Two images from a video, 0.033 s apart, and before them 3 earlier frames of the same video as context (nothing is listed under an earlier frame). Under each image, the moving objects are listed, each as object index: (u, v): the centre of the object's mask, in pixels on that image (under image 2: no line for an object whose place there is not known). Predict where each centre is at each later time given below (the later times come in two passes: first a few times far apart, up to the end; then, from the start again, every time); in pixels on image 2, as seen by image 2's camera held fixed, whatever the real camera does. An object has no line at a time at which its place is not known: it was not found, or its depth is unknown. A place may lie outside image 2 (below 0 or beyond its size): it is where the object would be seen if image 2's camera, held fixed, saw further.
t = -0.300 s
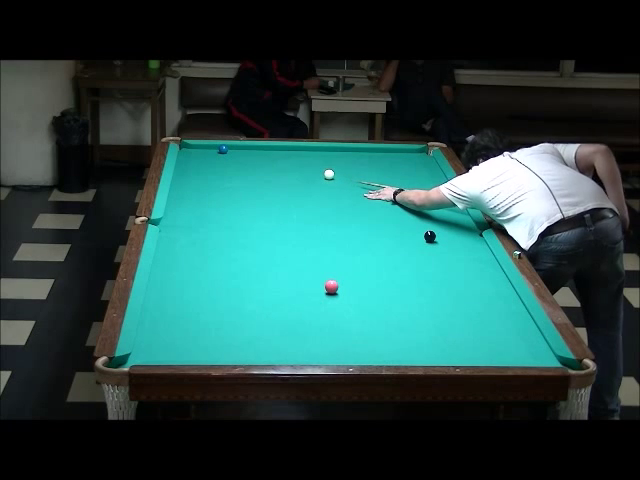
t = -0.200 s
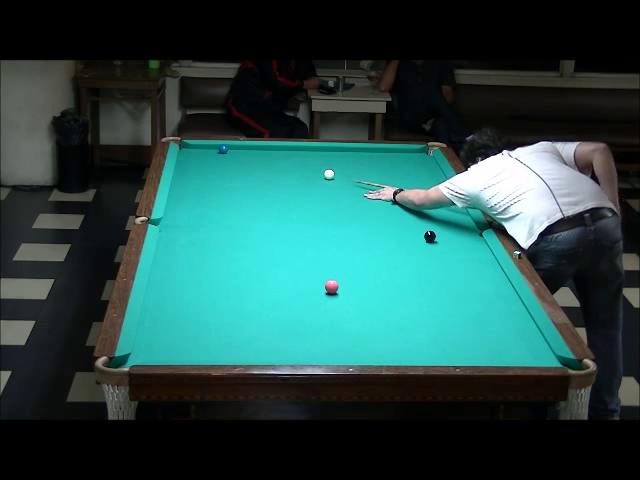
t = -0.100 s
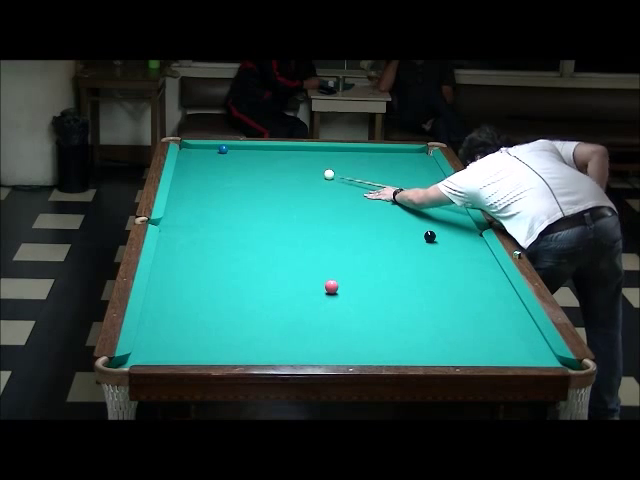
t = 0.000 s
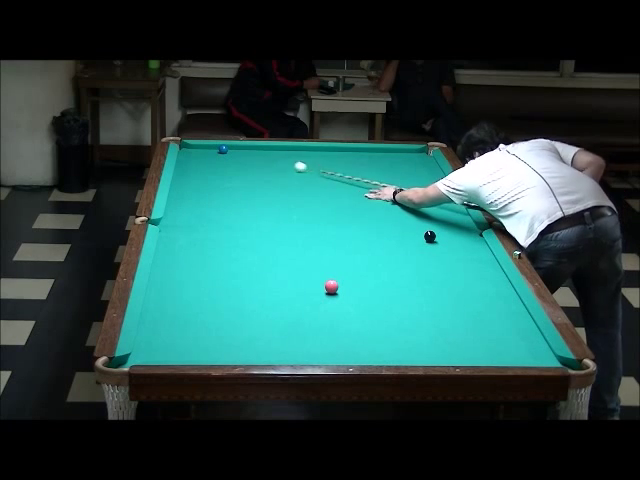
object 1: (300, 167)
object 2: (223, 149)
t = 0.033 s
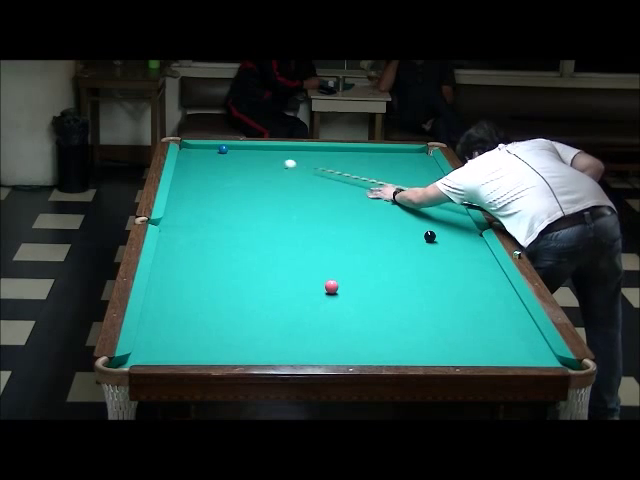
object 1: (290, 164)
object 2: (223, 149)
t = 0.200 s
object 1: (248, 153)
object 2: (223, 149)
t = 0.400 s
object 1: (233, 149)
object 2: (197, 148)
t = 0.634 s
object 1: (232, 156)
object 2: (179, 145)
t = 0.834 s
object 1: (230, 161)
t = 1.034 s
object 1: (229, 167)
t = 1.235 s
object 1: (228, 173)
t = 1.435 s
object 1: (227, 179)
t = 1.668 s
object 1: (226, 186)
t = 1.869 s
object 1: (224, 192)
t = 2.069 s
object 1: (223, 197)
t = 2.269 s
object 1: (222, 202)
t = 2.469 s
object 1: (220, 208)
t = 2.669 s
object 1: (219, 212)
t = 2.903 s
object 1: (218, 218)
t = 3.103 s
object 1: (216, 222)
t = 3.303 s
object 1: (216, 226)
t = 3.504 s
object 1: (215, 230)
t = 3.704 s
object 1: (214, 233)
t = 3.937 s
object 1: (214, 236)
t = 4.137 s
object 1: (214, 239)
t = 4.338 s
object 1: (214, 241)
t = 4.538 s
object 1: (214, 243)
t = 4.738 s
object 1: (215, 244)
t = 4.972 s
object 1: (215, 245)
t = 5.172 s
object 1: (215, 245)
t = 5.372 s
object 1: (215, 245)
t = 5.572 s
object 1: (215, 245)
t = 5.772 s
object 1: (215, 245)
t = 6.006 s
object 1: (215, 245)
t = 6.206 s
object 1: (215, 245)
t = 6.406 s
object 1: (215, 245)
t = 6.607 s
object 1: (215, 245)
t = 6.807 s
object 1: (215, 245)
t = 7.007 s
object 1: (215, 245)
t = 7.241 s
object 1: (215, 245)
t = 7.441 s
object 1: (215, 245)
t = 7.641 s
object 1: (215, 245)
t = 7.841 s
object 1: (215, 245)
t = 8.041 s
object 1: (215, 245)
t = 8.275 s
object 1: (215, 245)
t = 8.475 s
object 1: (215, 245)
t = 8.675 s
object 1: (215, 245)
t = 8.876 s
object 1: (215, 245)
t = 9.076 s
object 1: (215, 245)
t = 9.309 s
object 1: (215, 245)
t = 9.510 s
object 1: (215, 245)
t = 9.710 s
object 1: (215, 245)
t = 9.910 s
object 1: (215, 245)
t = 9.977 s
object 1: (215, 245)
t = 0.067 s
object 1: (281, 162)
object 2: (223, 149)
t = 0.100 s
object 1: (271, 159)
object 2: (223, 149)
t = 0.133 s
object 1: (263, 157)
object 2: (223, 149)
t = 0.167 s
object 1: (256, 155)
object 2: (223, 149)
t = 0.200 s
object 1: (248, 153)
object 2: (223, 149)
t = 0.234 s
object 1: (240, 152)
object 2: (223, 149)
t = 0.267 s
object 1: (233, 150)
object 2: (223, 149)
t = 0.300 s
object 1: (233, 148)
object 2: (216, 148)
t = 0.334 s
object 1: (233, 147)
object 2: (210, 148)
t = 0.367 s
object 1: (233, 148)
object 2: (203, 149)
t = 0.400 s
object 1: (233, 149)
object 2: (197, 148)
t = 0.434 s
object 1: (233, 150)
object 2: (192, 147)
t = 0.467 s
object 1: (233, 151)
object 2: (187, 147)
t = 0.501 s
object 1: (233, 151)
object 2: (183, 146)
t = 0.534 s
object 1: (233, 153)
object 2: (180, 146)
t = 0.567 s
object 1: (232, 154)
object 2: (179, 146)
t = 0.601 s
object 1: (232, 155)
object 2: (179, 146)
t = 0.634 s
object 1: (232, 156)
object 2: (179, 145)
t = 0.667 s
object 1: (231, 157)
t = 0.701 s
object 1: (231, 157)
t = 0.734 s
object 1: (231, 159)
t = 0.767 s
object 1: (231, 159)
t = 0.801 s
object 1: (231, 161)
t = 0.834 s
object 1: (230, 161)
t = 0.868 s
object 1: (230, 163)
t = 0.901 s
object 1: (230, 164)
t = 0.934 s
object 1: (230, 165)
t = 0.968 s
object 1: (229, 165)
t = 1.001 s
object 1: (230, 167)
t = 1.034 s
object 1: (229, 167)
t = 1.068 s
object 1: (229, 169)
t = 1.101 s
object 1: (229, 169)
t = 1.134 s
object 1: (229, 171)
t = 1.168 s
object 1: (228, 171)
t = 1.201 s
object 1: (228, 173)
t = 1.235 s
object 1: (228, 173)
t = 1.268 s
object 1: (228, 175)
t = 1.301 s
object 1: (228, 175)
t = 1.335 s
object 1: (228, 177)
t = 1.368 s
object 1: (227, 177)
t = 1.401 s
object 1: (227, 179)
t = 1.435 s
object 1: (227, 179)
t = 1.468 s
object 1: (227, 181)
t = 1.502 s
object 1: (226, 181)
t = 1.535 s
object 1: (226, 182)
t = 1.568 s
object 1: (226, 183)
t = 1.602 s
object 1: (226, 184)
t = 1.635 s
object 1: (226, 185)
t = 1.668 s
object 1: (226, 186)
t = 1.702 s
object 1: (225, 187)
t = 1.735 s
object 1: (225, 188)
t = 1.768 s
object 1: (225, 189)
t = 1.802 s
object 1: (225, 190)
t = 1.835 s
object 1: (225, 191)
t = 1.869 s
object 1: (224, 192)
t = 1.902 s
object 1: (224, 193)
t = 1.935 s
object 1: (224, 194)
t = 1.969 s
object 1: (224, 194)
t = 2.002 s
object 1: (223, 195)
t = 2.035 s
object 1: (223, 196)
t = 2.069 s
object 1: (223, 197)
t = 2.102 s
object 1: (223, 198)
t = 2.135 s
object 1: (223, 199)
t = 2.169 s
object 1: (222, 200)
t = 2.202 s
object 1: (222, 201)
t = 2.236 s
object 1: (222, 202)
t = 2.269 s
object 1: (222, 202)
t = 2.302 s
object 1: (221, 203)
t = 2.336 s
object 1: (221, 204)
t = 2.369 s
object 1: (221, 205)
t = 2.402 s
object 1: (221, 206)
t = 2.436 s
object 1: (220, 207)
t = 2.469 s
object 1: (220, 208)
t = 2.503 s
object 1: (220, 208)
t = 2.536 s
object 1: (220, 209)
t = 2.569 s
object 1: (219, 210)
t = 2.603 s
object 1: (219, 211)
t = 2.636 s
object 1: (219, 212)
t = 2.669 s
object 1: (219, 212)
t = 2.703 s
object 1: (219, 213)
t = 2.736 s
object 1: (218, 214)
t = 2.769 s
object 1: (218, 214)
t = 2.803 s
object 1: (218, 215)
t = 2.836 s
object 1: (218, 216)
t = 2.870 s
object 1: (218, 217)
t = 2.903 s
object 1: (218, 218)
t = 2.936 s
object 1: (217, 218)
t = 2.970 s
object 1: (217, 219)
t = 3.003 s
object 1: (217, 220)
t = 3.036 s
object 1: (217, 220)
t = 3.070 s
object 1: (217, 221)
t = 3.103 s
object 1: (216, 222)
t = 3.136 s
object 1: (216, 222)
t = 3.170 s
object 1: (216, 223)
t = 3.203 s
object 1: (216, 224)
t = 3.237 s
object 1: (216, 224)
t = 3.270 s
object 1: (216, 225)
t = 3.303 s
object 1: (216, 226)
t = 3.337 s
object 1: (215, 226)
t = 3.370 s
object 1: (215, 227)
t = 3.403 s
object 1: (215, 228)
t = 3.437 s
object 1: (215, 228)
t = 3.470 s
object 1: (215, 229)
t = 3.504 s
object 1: (215, 230)
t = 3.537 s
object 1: (214, 230)
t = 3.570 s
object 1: (215, 230)
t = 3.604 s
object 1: (215, 231)
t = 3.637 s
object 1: (214, 232)
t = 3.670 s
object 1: (214, 232)
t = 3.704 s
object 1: (214, 233)
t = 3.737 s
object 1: (214, 233)
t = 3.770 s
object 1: (214, 234)
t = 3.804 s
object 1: (214, 234)
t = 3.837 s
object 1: (214, 235)
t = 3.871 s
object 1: (214, 235)
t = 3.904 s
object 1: (214, 236)
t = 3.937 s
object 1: (214, 236)
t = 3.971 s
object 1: (214, 237)
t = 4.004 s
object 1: (214, 237)
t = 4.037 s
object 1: (214, 238)
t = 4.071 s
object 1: (214, 238)
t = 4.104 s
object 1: (214, 239)
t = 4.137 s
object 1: (214, 239)
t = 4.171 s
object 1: (214, 239)
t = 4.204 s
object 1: (214, 239)
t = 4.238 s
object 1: (214, 240)
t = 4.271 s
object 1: (214, 240)
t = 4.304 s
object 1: (214, 241)
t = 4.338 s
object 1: (214, 241)
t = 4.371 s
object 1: (214, 241)
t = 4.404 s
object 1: (214, 242)
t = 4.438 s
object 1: (214, 242)
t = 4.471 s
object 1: (214, 242)
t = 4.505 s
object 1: (214, 243)
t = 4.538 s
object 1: (214, 243)
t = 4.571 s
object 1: (214, 243)
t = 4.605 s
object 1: (214, 243)
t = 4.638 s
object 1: (214, 243)
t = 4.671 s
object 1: (214, 244)
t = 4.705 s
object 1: (214, 244)
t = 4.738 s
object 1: (215, 244)
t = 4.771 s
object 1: (215, 244)
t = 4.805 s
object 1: (215, 244)
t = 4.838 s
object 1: (215, 244)
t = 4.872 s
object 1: (215, 244)
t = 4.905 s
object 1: (215, 244)
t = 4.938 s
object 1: (215, 245)
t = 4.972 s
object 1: (215, 245)
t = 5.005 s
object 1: (215, 245)
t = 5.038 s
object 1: (215, 245)
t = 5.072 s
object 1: (215, 245)
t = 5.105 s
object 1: (215, 245)
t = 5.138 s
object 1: (215, 245)
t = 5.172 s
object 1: (215, 245)
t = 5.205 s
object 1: (215, 245)
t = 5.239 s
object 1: (215, 245)
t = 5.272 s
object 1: (215, 245)
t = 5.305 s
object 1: (215, 245)
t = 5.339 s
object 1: (215, 245)
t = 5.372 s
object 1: (215, 245)
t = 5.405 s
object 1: (215, 245)
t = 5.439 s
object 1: (215, 245)
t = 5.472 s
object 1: (215, 245)
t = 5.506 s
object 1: (215, 245)
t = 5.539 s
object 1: (215, 245)
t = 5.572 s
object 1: (215, 245)
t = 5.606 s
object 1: (215, 245)
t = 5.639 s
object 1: (215, 245)
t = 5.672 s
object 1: (215, 245)
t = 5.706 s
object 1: (215, 245)
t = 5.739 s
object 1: (215, 245)
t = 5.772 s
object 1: (215, 245)
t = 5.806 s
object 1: (215, 245)
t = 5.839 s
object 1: (215, 245)
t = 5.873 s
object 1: (215, 245)
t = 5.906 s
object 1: (215, 245)
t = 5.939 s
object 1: (215, 245)
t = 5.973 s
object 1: (215, 245)
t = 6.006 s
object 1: (215, 245)
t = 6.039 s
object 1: (215, 245)
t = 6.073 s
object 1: (215, 245)
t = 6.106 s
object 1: (215, 245)
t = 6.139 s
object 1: (215, 245)
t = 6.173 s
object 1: (215, 245)
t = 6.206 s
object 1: (215, 245)
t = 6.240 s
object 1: (215, 245)
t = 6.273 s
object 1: (215, 245)
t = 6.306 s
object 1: (215, 245)
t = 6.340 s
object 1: (215, 245)
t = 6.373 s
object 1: (215, 245)
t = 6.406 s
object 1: (215, 245)
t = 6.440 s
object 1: (215, 245)
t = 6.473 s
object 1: (215, 245)
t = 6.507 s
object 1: (215, 245)
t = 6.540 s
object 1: (215, 245)
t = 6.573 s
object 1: (215, 245)
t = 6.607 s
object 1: (215, 245)
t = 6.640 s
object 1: (215, 245)
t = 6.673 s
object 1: (215, 245)
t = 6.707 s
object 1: (215, 245)
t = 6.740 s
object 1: (215, 245)
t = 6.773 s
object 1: (215, 245)
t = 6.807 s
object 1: (215, 245)
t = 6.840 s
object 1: (215, 245)
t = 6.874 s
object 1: (215, 245)
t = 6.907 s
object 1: (215, 245)
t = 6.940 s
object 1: (215, 245)
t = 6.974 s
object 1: (215, 245)
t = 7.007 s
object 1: (215, 245)
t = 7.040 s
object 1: (215, 245)
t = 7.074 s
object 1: (215, 245)
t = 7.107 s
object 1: (215, 245)
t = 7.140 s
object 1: (215, 245)
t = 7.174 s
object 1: (215, 245)
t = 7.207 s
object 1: (215, 245)
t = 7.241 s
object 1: (215, 245)
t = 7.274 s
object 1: (215, 245)
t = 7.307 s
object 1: (215, 245)
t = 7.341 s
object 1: (215, 245)
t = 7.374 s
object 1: (215, 245)
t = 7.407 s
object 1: (215, 245)
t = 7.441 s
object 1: (215, 245)
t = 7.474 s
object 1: (215, 245)
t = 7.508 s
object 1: (215, 245)
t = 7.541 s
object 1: (215, 245)
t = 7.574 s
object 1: (215, 245)
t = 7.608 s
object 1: (215, 245)
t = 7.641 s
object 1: (215, 245)
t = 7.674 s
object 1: (215, 245)
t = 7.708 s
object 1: (215, 245)
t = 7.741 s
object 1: (215, 245)
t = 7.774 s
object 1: (215, 245)
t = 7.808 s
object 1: (215, 245)
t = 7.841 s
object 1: (215, 245)
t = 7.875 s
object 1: (215, 245)
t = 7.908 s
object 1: (215, 245)
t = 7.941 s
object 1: (215, 245)
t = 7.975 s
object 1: (215, 245)
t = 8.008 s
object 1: (215, 245)
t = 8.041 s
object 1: (215, 245)
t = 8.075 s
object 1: (215, 245)
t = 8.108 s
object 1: (215, 245)
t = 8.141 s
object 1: (215, 245)
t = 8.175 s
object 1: (215, 245)
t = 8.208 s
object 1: (215, 245)
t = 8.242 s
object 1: (215, 245)
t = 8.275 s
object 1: (215, 245)
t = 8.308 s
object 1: (214, 245)
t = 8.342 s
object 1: (215, 245)
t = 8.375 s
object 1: (215, 245)
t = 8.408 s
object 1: (215, 245)
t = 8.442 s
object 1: (215, 245)
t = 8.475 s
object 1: (215, 245)
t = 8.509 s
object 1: (215, 245)
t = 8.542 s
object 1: (215, 245)
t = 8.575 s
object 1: (215, 245)
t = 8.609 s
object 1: (215, 245)
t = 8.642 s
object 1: (215, 245)
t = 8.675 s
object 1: (215, 245)
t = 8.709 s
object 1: (215, 245)
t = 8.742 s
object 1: (215, 245)
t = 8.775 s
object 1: (215, 245)
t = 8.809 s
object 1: (215, 245)
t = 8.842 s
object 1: (215, 245)
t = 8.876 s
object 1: (215, 245)
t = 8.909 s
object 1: (215, 245)
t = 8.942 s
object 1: (215, 245)
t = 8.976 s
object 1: (215, 245)
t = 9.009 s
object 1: (215, 245)
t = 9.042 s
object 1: (215, 245)
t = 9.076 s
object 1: (215, 245)
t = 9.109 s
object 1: (215, 245)
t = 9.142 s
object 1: (215, 245)
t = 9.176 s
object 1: (215, 245)
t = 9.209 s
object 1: (215, 245)
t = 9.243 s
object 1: (215, 245)
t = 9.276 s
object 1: (215, 245)
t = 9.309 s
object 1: (215, 245)
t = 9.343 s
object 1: (215, 245)
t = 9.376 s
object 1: (215, 245)
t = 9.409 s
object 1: (215, 245)
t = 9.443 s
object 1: (215, 245)
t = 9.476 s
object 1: (215, 245)
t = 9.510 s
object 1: (215, 245)
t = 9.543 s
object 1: (215, 245)
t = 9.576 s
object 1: (215, 245)
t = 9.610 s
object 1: (215, 245)
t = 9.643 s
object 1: (215, 245)
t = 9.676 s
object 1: (215, 245)
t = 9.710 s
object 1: (215, 245)
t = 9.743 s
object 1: (215, 245)
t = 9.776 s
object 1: (215, 245)
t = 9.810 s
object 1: (215, 245)
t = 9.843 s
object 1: (215, 245)
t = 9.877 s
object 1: (215, 245)
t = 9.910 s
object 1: (215, 245)
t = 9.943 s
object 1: (215, 245)
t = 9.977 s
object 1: (215, 245)
